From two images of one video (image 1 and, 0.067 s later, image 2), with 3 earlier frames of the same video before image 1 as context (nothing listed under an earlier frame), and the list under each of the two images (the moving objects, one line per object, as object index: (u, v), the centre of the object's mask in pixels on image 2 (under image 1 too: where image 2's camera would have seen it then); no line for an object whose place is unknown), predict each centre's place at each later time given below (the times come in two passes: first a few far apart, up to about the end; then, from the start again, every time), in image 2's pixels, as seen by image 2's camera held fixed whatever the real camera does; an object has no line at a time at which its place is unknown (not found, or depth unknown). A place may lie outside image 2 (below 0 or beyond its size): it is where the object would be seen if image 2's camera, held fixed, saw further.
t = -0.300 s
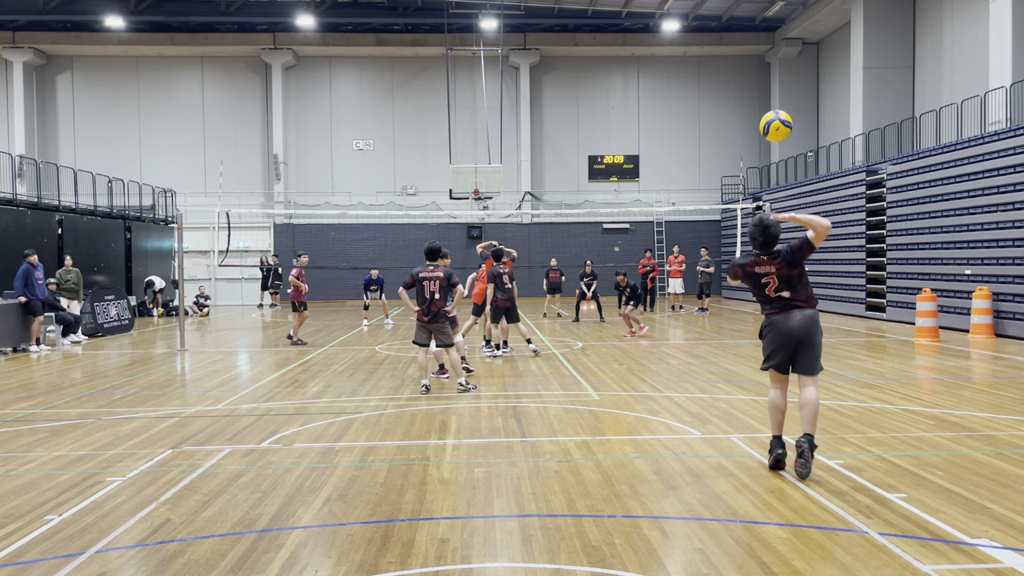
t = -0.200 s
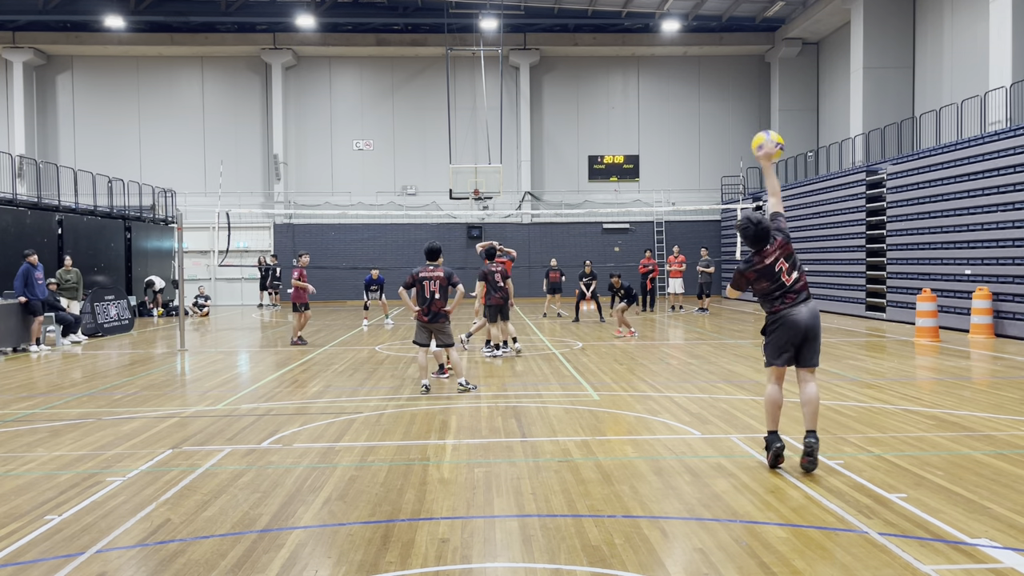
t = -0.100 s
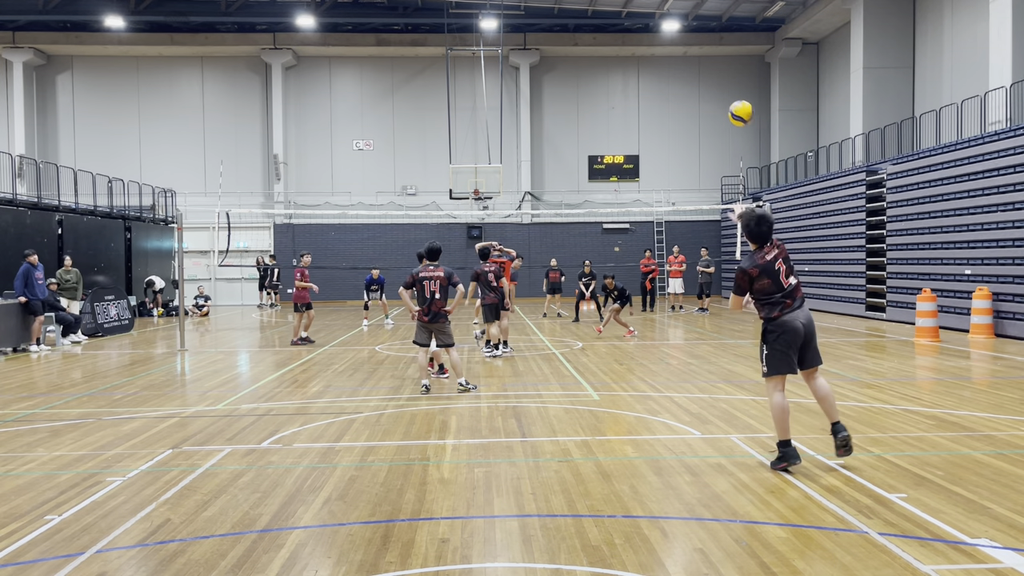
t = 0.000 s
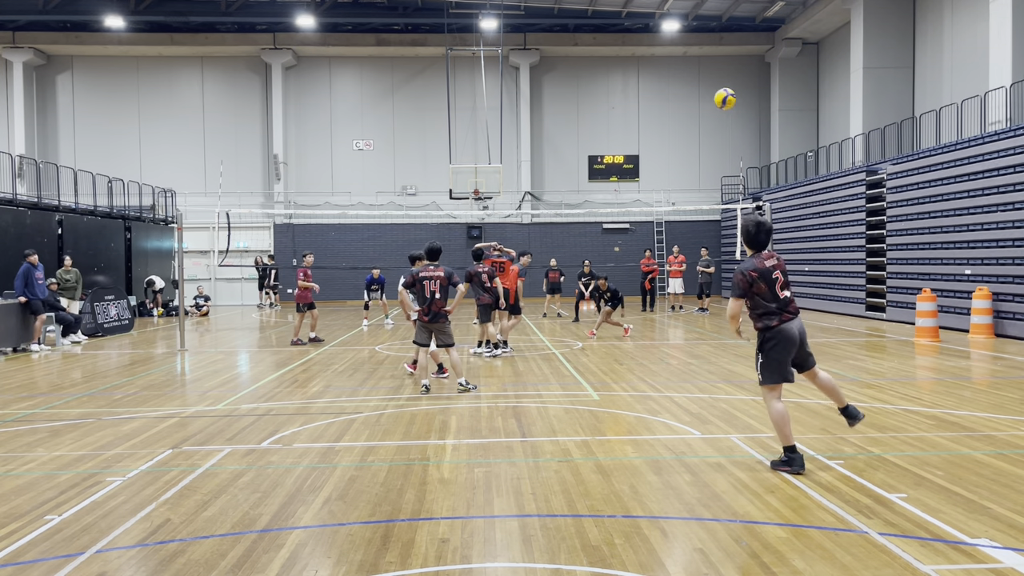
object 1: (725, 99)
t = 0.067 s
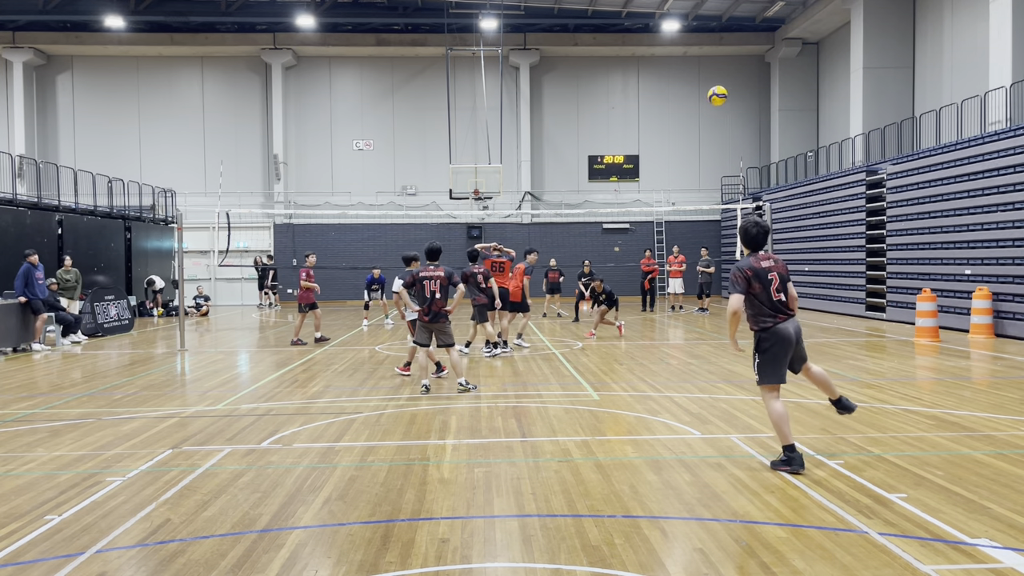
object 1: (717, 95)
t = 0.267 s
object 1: (702, 107)
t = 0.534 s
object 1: (691, 154)
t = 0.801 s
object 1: (683, 217)
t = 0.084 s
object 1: (715, 95)
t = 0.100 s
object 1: (714, 95)
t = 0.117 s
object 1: (712, 96)
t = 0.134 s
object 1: (711, 96)
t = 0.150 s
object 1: (710, 97)
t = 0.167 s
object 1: (708, 98)
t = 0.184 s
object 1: (707, 99)
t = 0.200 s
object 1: (706, 100)
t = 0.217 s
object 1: (705, 101)
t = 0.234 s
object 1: (704, 103)
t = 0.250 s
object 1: (703, 105)
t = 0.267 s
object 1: (702, 107)
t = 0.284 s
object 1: (702, 109)
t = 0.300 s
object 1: (701, 111)
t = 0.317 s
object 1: (700, 114)
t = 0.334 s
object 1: (699, 116)
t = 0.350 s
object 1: (698, 119)
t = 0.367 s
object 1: (697, 122)
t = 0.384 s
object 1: (696, 124)
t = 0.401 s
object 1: (695, 127)
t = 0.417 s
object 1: (695, 130)
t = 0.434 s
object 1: (695, 133)
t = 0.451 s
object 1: (694, 136)
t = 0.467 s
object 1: (693, 140)
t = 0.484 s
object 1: (693, 143)
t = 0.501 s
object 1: (692, 147)
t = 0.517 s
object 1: (692, 150)
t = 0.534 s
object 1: (691, 154)
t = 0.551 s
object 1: (691, 158)
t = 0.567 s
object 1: (690, 161)
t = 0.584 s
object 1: (690, 165)
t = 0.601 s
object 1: (689, 169)
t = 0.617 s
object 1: (689, 173)
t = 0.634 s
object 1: (688, 176)
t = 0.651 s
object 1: (687, 180)
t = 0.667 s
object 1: (687, 184)
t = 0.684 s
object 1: (687, 188)
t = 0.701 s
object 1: (686, 192)
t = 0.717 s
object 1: (686, 196)
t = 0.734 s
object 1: (685, 200)
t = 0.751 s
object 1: (684, 203)
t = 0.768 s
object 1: (684, 209)
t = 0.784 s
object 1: (683, 212)
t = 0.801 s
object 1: (683, 217)
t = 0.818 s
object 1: (682, 221)
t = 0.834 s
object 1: (681, 225)
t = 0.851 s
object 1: (681, 229)
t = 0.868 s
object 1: (680, 233)
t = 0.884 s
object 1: (679, 237)
